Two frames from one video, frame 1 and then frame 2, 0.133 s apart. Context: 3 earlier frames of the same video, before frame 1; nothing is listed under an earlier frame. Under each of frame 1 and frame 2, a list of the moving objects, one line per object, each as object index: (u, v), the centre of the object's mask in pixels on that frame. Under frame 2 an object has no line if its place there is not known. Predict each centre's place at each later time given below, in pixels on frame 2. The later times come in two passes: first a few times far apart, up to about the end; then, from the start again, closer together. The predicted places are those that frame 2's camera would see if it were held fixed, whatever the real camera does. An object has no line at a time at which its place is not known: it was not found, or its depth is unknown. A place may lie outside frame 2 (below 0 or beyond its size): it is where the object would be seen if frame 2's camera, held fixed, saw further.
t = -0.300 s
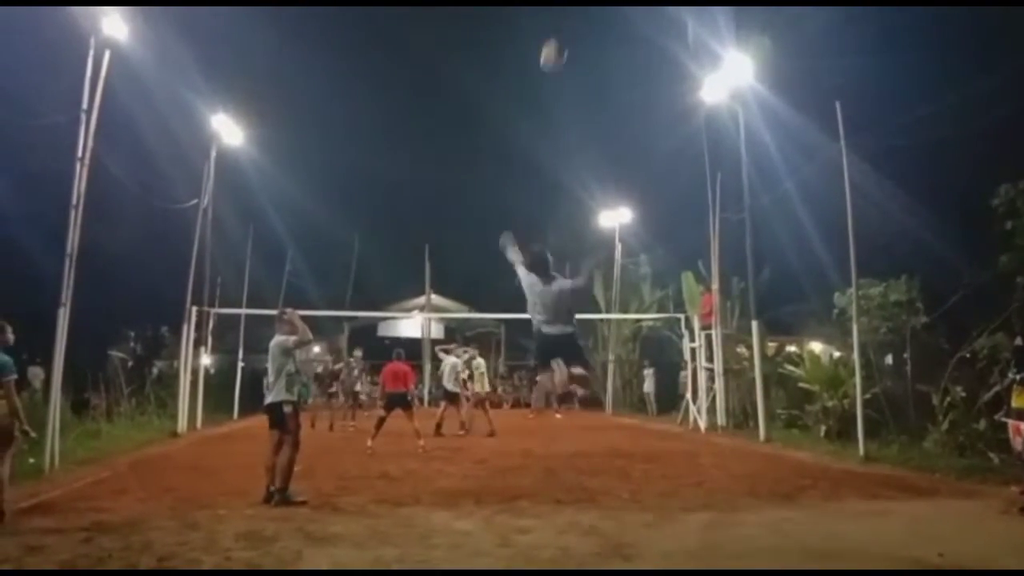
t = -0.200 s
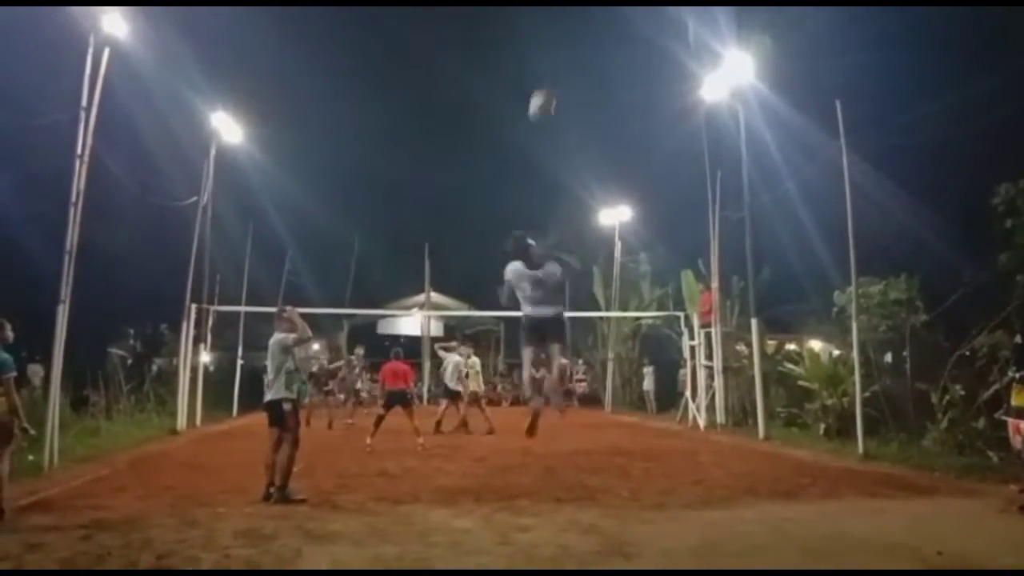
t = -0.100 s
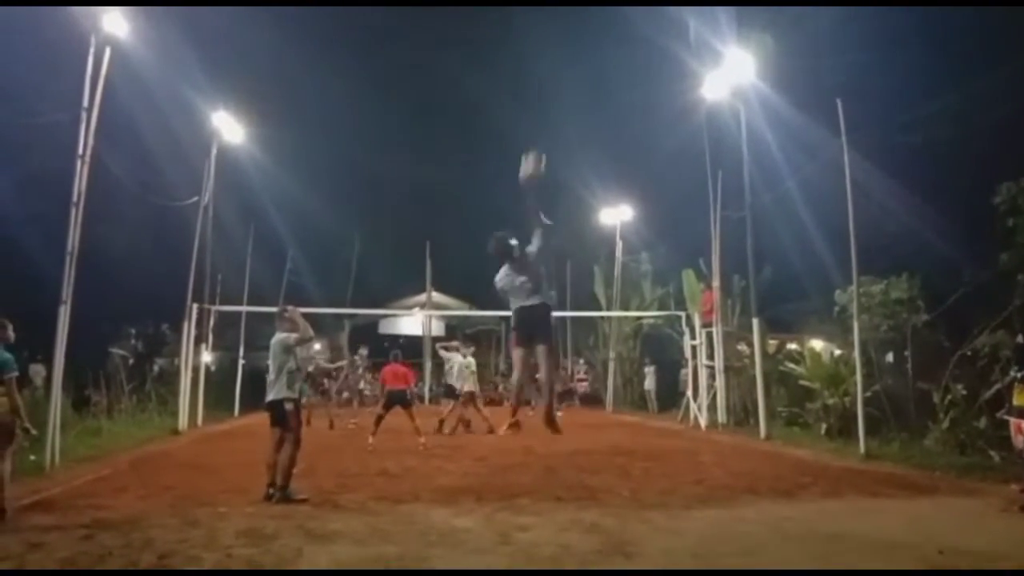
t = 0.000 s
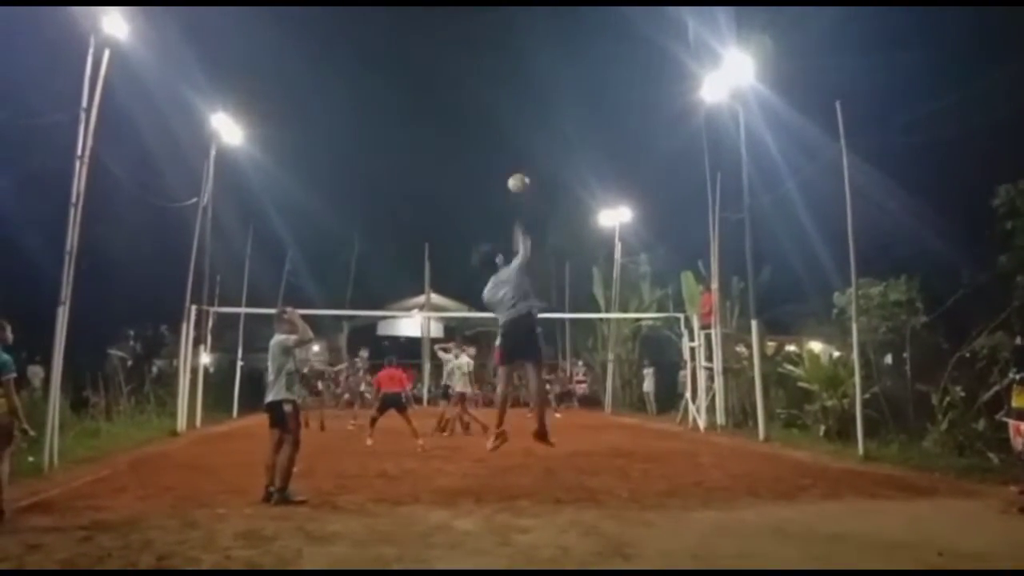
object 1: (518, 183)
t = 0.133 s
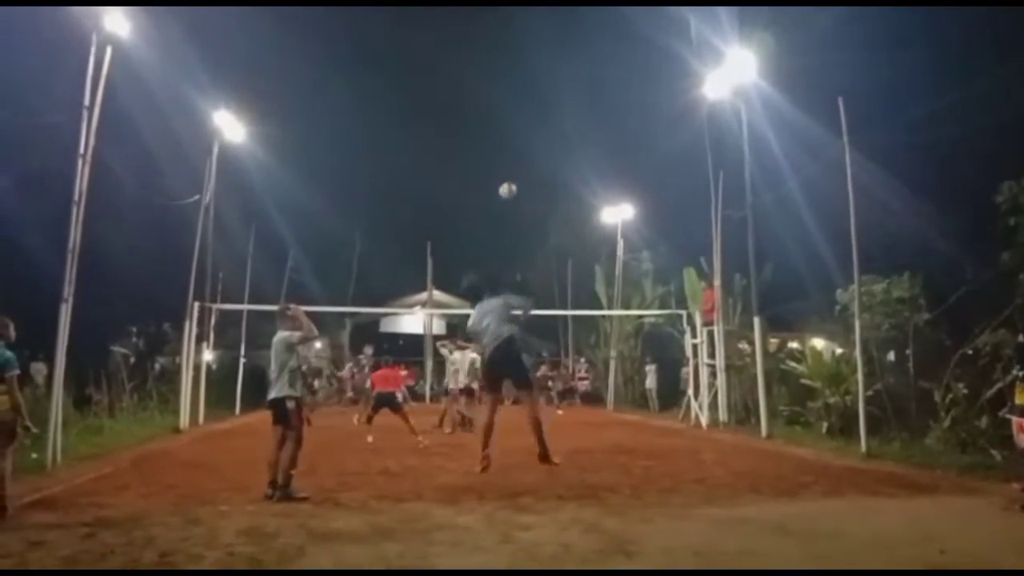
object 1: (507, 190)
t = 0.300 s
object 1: (497, 217)
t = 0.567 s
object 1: (487, 277)
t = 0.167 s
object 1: (505, 194)
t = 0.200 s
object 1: (502, 199)
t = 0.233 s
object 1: (500, 205)
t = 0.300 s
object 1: (497, 217)
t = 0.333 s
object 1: (495, 224)
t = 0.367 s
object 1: (494, 231)
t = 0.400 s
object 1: (492, 238)
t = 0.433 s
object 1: (491, 246)
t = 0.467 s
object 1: (490, 253)
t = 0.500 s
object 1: (489, 261)
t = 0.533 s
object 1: (488, 269)
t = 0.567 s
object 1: (487, 277)
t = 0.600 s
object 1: (486, 284)
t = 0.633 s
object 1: (485, 293)
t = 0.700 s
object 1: (484, 301)
